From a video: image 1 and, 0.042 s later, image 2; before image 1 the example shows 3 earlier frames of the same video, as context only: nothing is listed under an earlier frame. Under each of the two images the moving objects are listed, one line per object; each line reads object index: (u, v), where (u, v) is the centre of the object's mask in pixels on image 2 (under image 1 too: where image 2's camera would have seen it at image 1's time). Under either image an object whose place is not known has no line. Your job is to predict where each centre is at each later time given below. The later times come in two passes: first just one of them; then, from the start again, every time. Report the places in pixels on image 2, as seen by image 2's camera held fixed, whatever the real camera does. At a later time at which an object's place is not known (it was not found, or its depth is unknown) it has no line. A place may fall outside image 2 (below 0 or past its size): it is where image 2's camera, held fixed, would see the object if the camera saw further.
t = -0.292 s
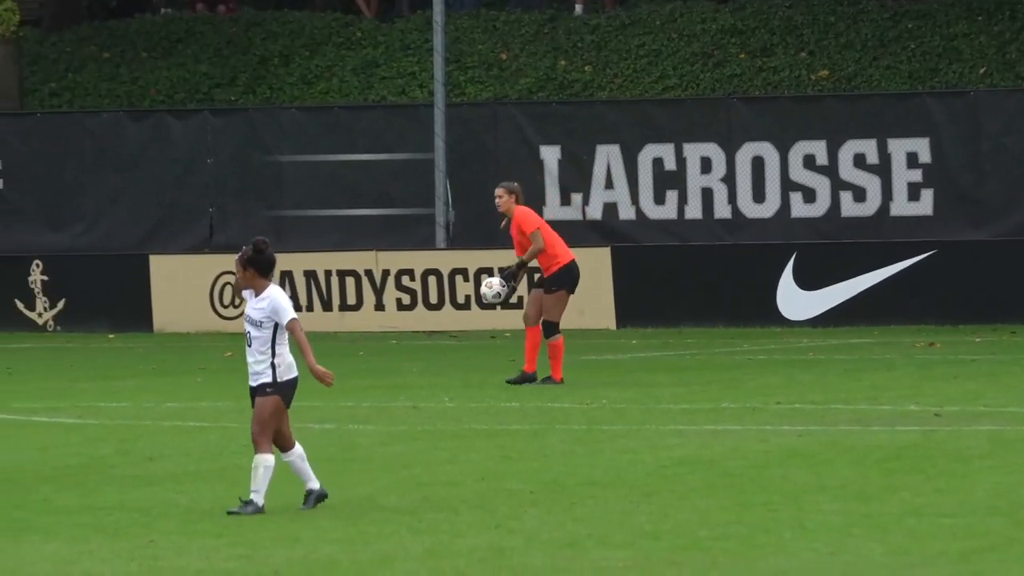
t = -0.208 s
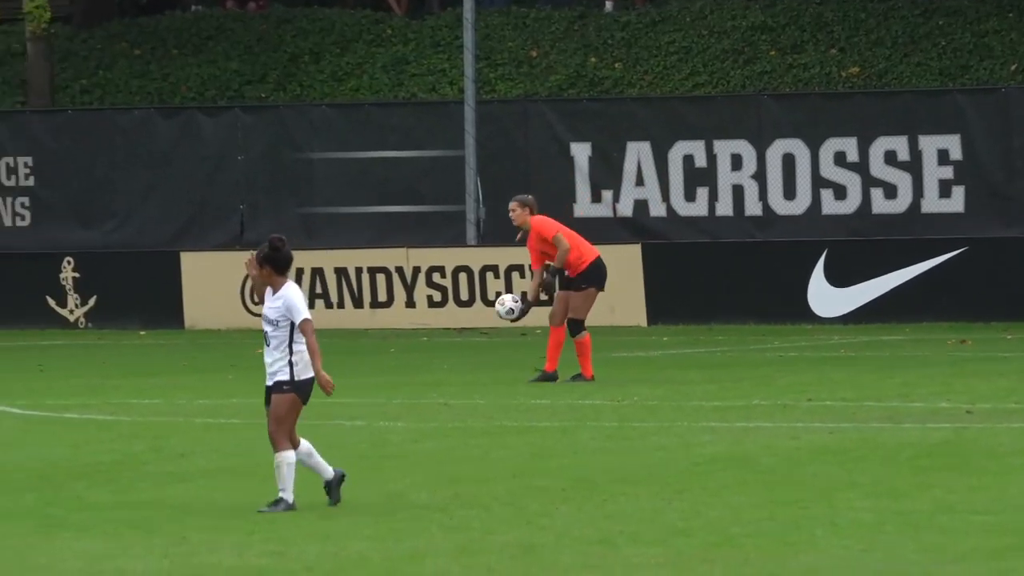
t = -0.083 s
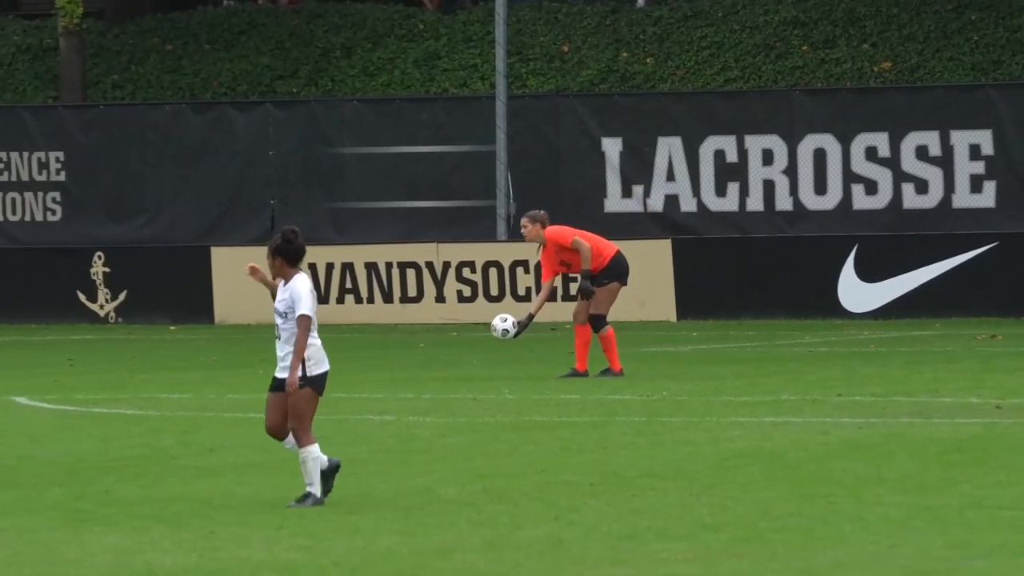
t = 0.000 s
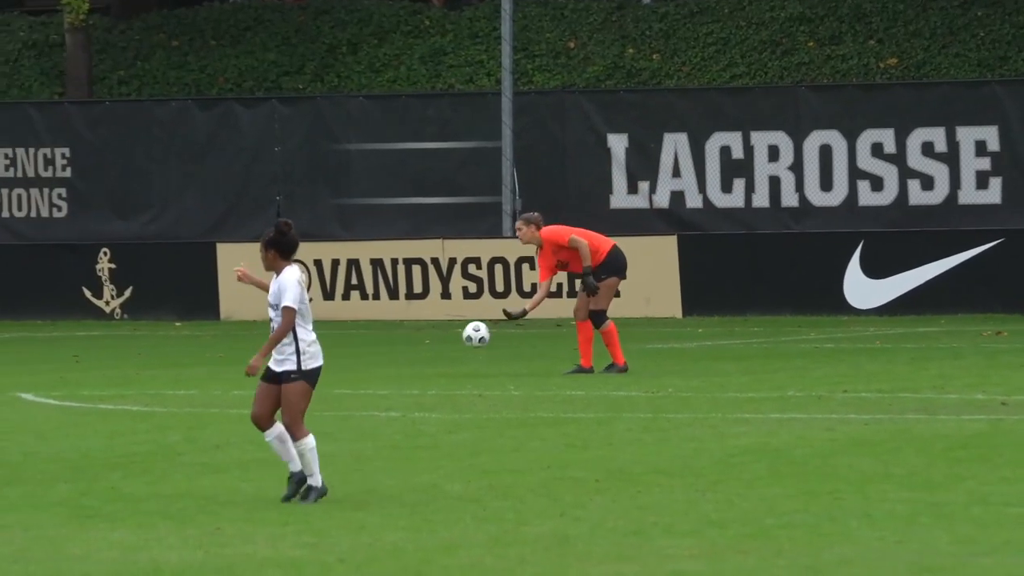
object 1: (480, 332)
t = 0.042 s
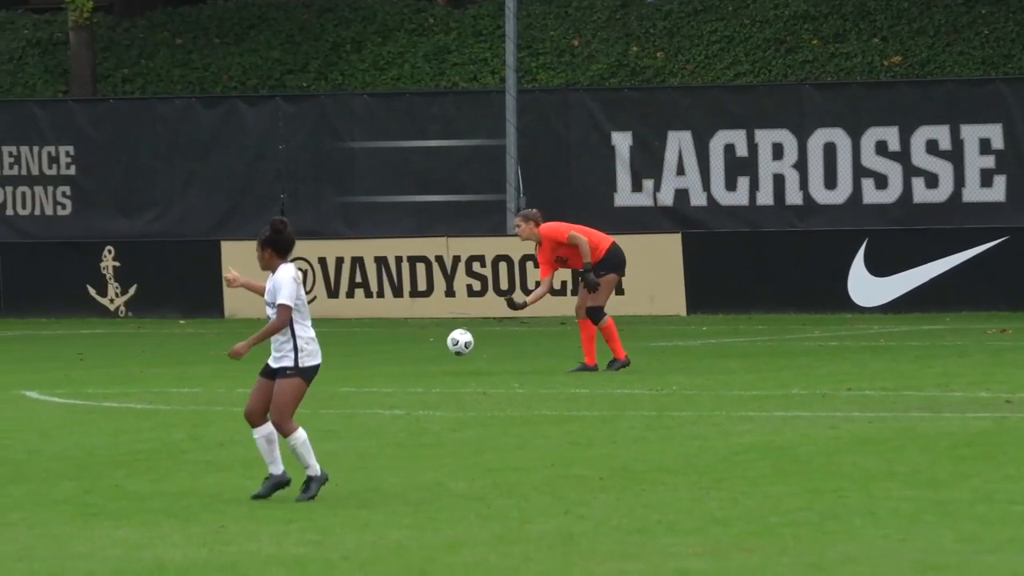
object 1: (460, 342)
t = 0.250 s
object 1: (387, 358)
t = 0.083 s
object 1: (447, 350)
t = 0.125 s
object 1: (427, 364)
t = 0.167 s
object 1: (415, 362)
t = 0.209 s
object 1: (399, 358)
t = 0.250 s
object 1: (387, 358)
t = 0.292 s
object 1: (370, 359)
